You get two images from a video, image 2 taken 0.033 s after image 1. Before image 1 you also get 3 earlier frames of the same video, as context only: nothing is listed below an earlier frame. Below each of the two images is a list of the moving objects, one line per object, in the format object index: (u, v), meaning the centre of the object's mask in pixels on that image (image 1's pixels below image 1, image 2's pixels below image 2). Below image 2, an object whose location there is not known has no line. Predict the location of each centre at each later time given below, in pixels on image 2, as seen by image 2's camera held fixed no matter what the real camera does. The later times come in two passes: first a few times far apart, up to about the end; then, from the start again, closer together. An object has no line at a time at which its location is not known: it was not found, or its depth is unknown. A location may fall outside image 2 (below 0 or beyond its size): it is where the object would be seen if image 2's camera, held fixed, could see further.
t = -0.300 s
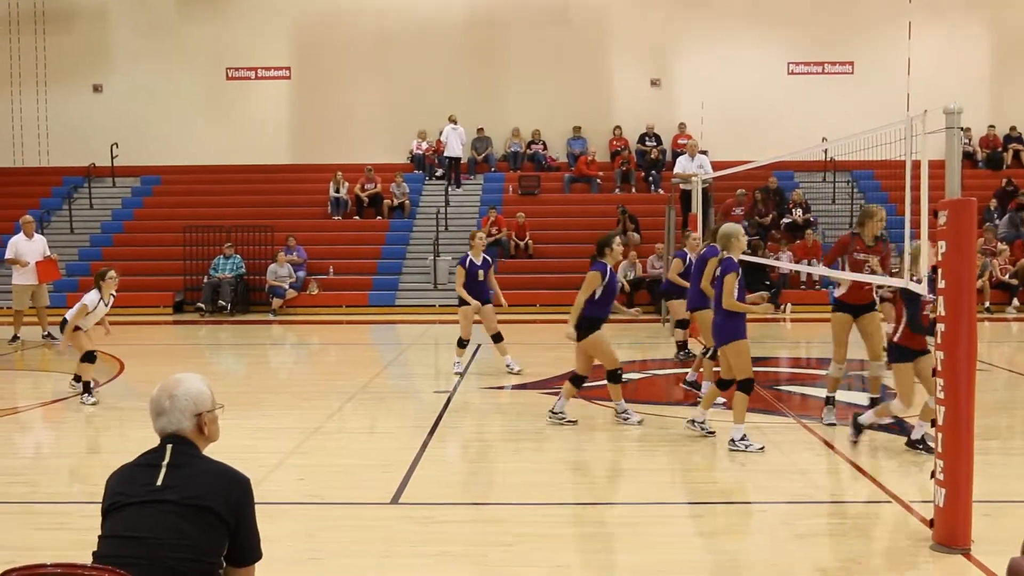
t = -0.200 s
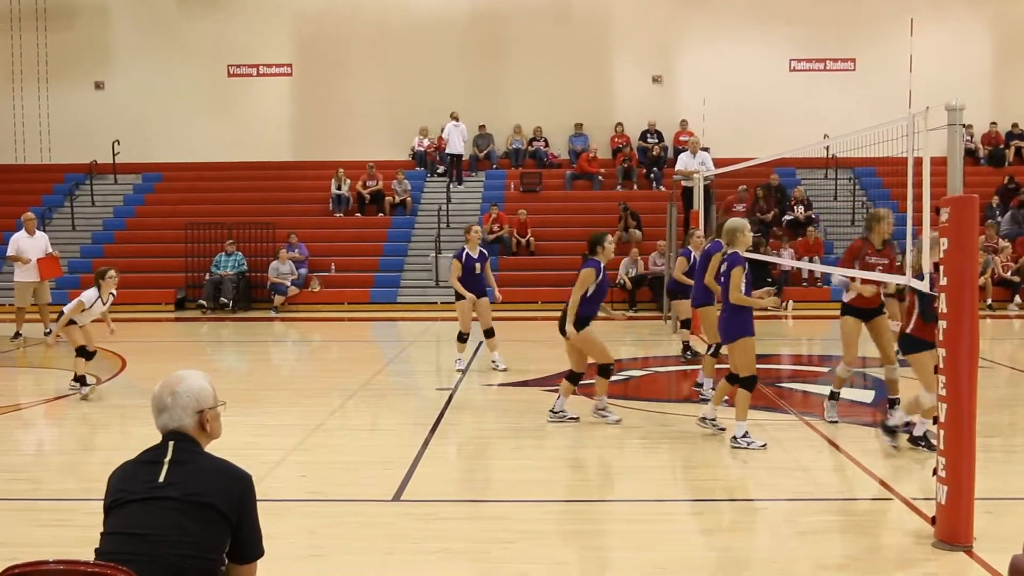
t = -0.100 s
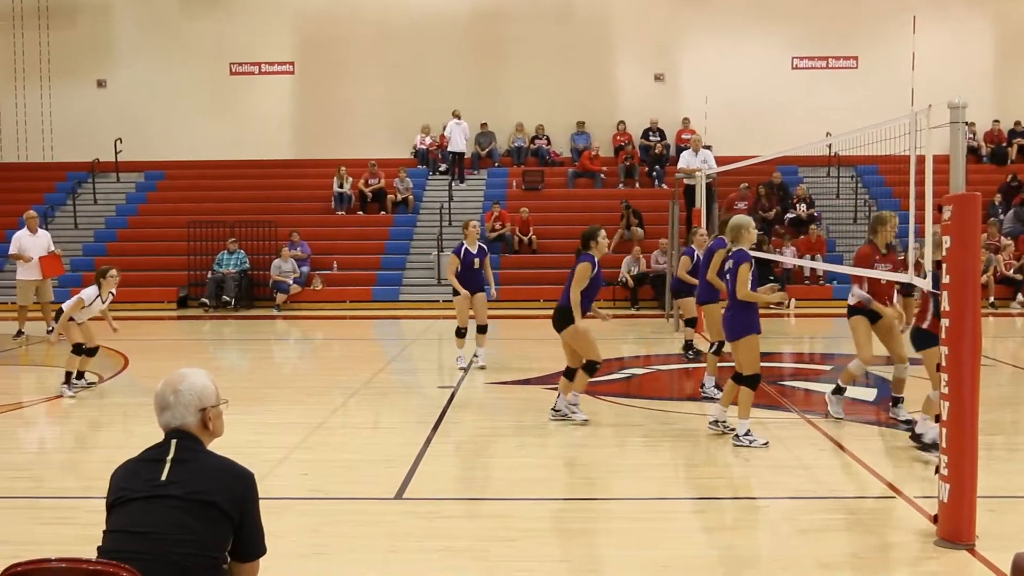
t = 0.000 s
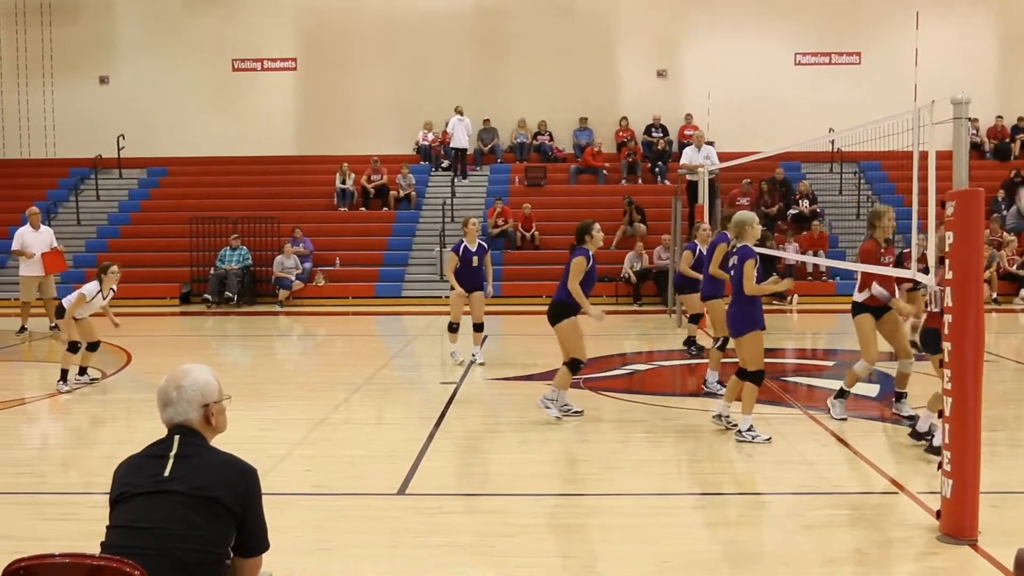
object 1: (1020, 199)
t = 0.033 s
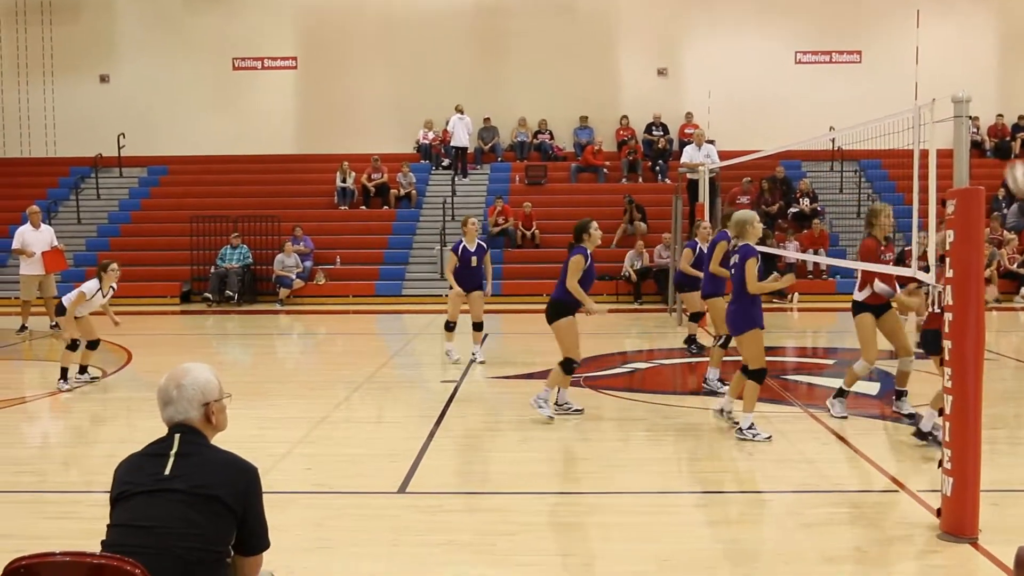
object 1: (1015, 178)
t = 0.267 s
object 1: (929, 65)
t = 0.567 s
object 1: (804, 18)
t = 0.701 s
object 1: (743, 37)
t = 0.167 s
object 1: (976, 107)
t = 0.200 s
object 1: (953, 89)
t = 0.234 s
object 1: (941, 77)
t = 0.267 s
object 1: (929, 65)
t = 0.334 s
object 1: (900, 42)
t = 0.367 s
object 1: (887, 35)
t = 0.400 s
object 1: (873, 28)
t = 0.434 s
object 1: (860, 23)
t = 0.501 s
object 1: (829, 16)
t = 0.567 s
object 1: (804, 18)
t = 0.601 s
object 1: (789, 20)
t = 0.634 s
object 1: (776, 24)
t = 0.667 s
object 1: (760, 30)
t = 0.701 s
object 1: (743, 37)
